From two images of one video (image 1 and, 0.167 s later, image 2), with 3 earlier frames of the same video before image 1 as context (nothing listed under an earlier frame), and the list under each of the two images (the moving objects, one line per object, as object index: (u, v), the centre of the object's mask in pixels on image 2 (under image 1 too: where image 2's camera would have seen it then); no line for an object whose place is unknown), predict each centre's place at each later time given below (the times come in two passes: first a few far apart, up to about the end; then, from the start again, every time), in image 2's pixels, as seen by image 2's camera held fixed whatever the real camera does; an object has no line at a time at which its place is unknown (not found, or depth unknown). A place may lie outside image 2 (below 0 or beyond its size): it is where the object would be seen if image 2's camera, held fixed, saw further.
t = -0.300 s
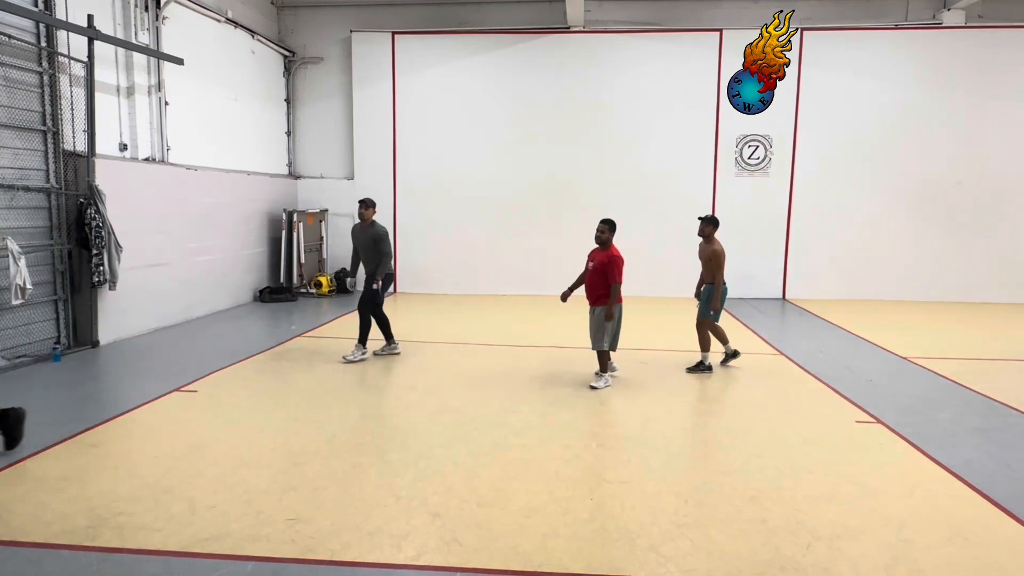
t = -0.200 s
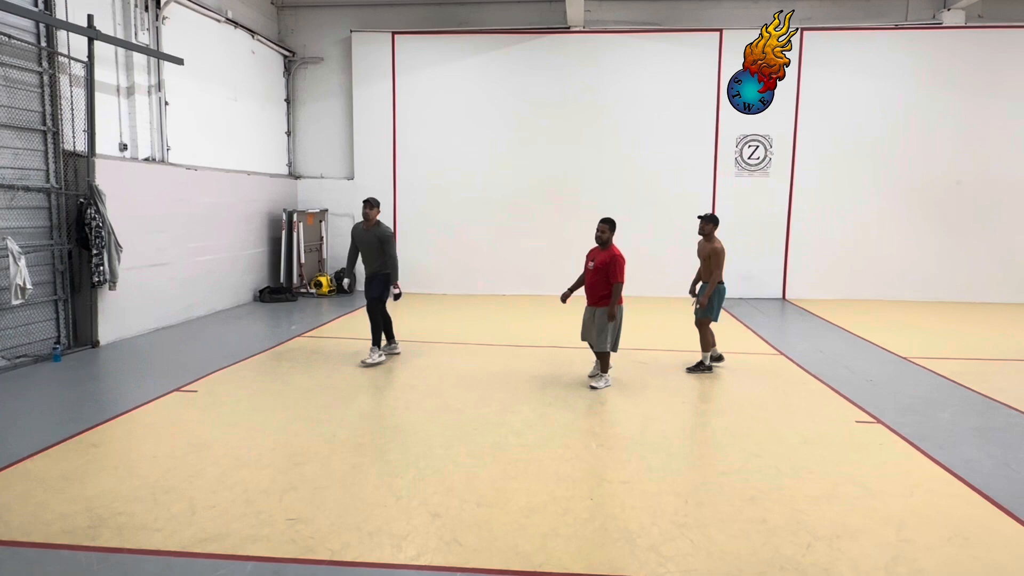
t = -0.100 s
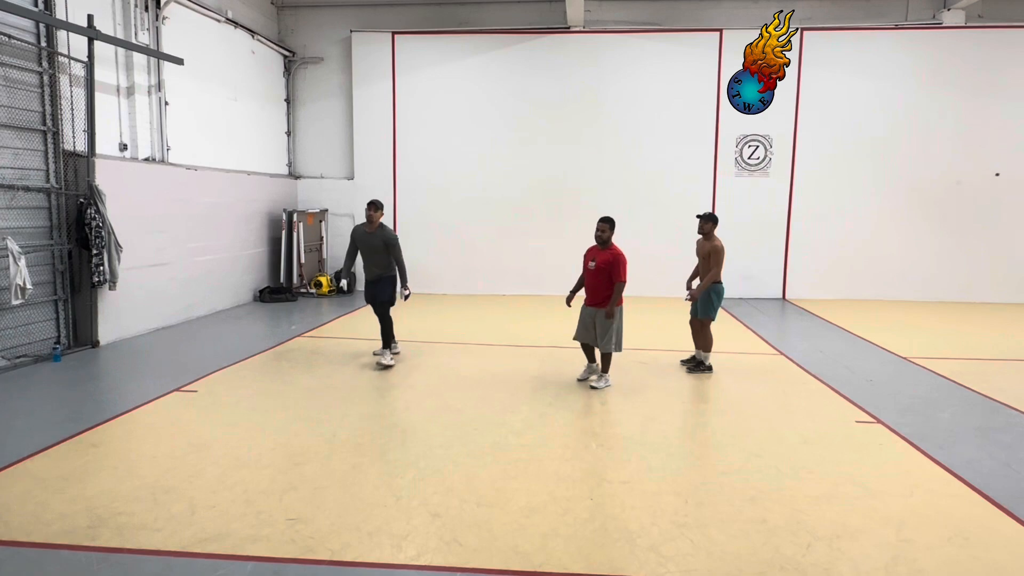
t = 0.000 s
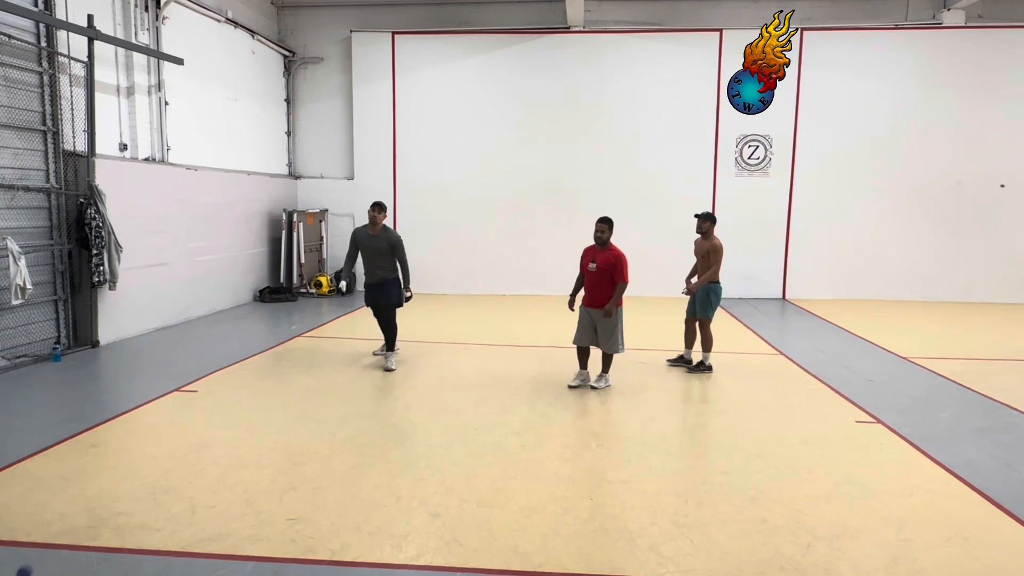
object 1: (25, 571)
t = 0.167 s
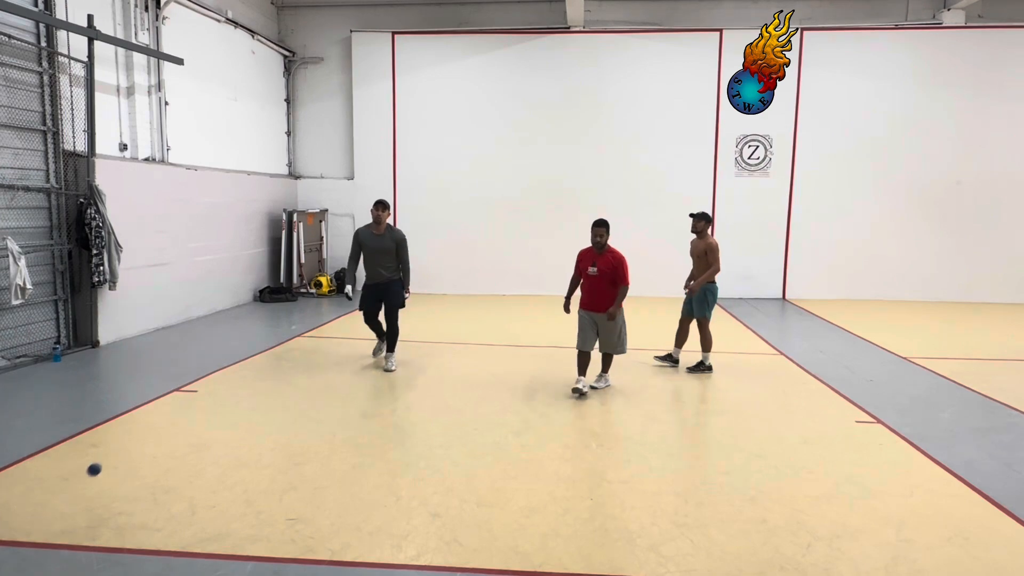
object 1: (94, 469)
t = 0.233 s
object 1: (122, 444)
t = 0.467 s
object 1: (206, 429)
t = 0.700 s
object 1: (267, 442)
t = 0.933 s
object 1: (308, 383)
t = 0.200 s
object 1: (108, 455)
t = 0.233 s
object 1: (122, 444)
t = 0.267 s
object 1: (136, 435)
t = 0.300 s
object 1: (148, 429)
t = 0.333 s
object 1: (160, 424)
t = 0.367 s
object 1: (172, 423)
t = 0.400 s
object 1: (184, 423)
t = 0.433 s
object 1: (195, 425)
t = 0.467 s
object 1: (206, 429)
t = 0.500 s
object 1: (216, 434)
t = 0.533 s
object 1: (226, 441)
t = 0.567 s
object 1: (236, 450)
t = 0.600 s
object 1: (245, 460)
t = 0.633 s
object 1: (255, 472)
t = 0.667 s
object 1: (261, 459)
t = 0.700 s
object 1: (267, 442)
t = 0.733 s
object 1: (273, 429)
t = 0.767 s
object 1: (279, 417)
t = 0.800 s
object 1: (285, 406)
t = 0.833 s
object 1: (291, 398)
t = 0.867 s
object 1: (297, 391)
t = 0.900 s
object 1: (302, 387)
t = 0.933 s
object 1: (308, 383)
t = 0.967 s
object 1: (313, 382)
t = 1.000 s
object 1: (319, 382)
